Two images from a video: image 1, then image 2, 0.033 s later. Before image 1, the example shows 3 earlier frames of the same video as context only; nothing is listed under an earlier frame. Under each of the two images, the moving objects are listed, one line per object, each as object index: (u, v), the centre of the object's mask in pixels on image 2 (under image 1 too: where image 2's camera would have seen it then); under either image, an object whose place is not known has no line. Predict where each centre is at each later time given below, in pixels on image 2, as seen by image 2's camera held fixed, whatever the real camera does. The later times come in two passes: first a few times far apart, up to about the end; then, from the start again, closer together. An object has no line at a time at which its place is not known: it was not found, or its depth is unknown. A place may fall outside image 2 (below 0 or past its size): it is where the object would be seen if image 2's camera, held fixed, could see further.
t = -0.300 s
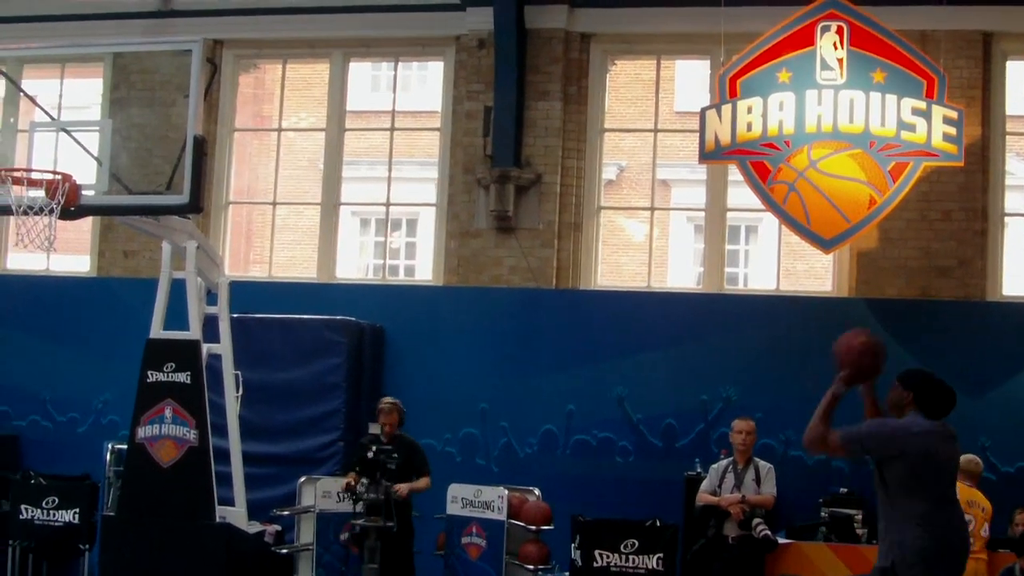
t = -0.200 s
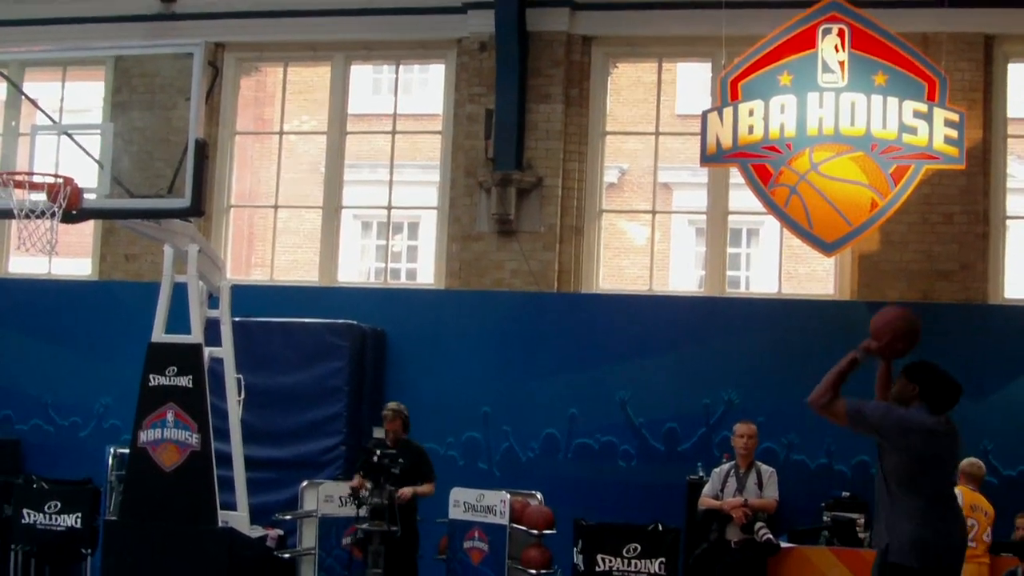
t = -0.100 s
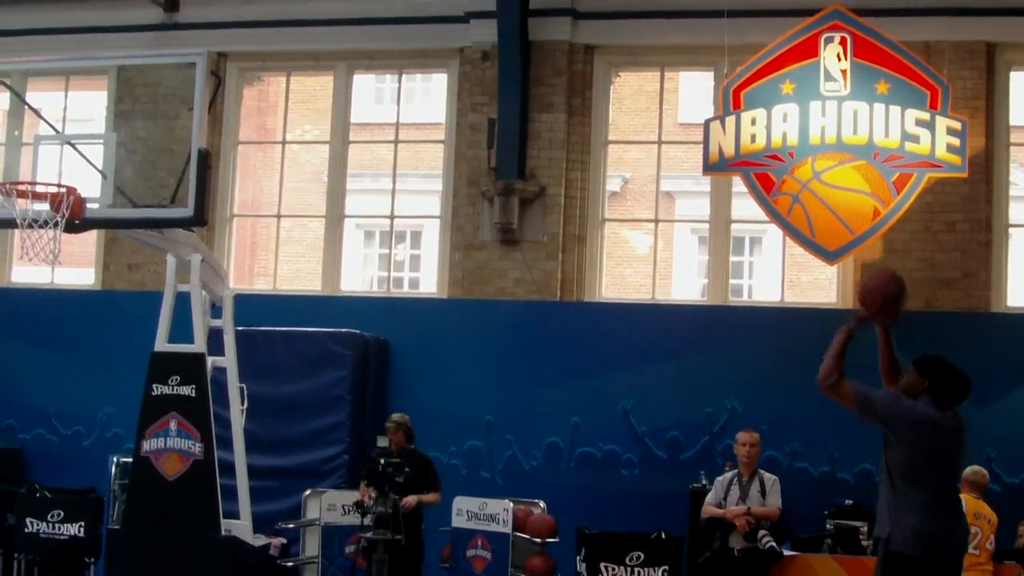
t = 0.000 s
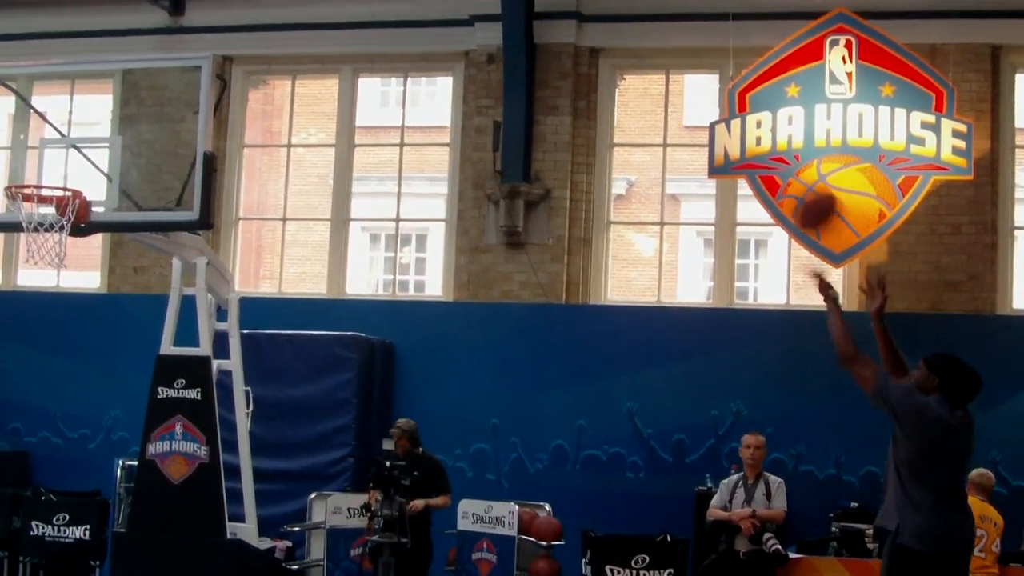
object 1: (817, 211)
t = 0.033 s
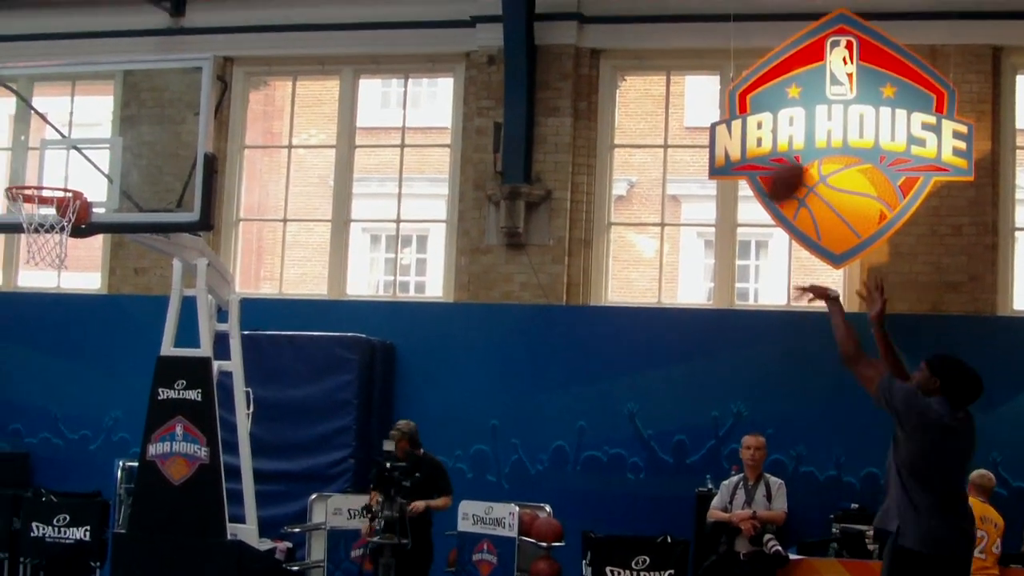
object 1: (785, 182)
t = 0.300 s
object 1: (547, 30)
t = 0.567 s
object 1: (335, 13)
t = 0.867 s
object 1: (120, 131)
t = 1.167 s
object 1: (2, 157)
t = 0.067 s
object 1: (756, 156)
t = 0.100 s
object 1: (723, 131)
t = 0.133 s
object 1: (693, 109)
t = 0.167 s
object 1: (663, 89)
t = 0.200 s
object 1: (633, 69)
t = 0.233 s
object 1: (606, 55)
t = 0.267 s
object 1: (578, 43)
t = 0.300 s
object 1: (547, 30)
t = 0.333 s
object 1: (521, 21)
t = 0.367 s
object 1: (493, 16)
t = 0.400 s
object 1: (466, 10)
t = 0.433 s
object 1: (441, 6)
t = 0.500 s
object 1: (387, 6)
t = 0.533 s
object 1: (362, 8)
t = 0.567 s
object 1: (335, 13)
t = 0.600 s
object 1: (309, 21)
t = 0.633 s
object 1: (285, 30)
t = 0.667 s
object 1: (260, 40)
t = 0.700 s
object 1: (236, 51)
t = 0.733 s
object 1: (212, 65)
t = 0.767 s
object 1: (187, 80)
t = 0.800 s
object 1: (164, 95)
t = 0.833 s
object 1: (141, 112)
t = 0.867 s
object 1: (120, 131)
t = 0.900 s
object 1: (94, 153)
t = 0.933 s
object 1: (73, 171)
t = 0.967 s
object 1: (62, 164)
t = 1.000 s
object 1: (51, 159)
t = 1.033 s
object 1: (40, 155)
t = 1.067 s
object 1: (28, 153)
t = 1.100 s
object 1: (19, 153)
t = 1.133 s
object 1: (9, 153)
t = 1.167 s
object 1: (2, 157)
